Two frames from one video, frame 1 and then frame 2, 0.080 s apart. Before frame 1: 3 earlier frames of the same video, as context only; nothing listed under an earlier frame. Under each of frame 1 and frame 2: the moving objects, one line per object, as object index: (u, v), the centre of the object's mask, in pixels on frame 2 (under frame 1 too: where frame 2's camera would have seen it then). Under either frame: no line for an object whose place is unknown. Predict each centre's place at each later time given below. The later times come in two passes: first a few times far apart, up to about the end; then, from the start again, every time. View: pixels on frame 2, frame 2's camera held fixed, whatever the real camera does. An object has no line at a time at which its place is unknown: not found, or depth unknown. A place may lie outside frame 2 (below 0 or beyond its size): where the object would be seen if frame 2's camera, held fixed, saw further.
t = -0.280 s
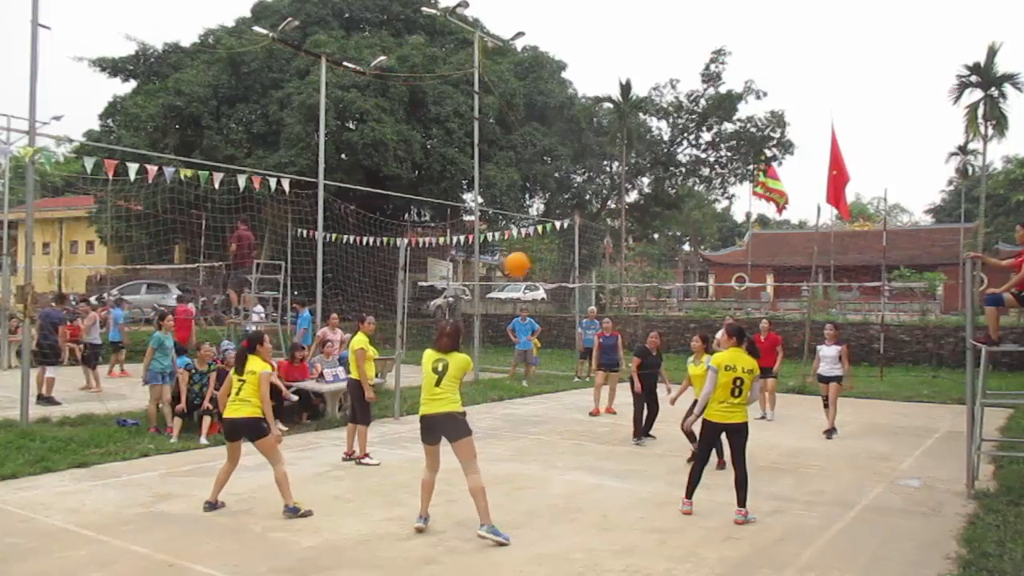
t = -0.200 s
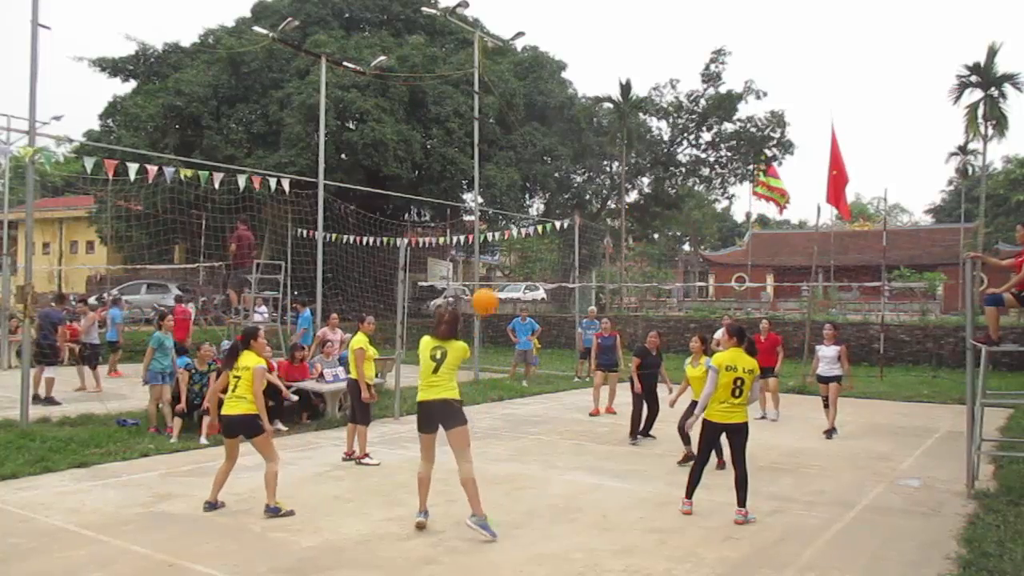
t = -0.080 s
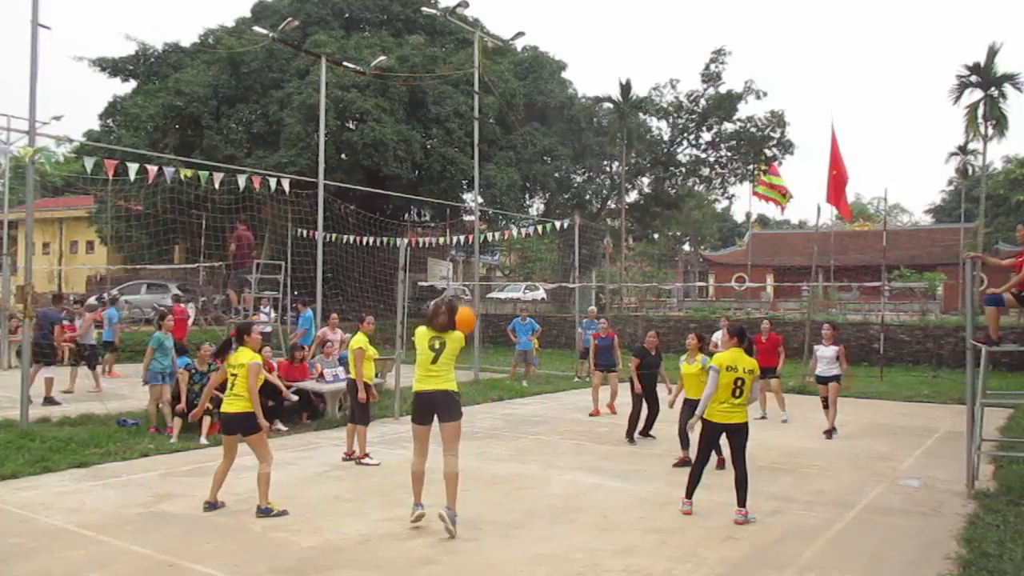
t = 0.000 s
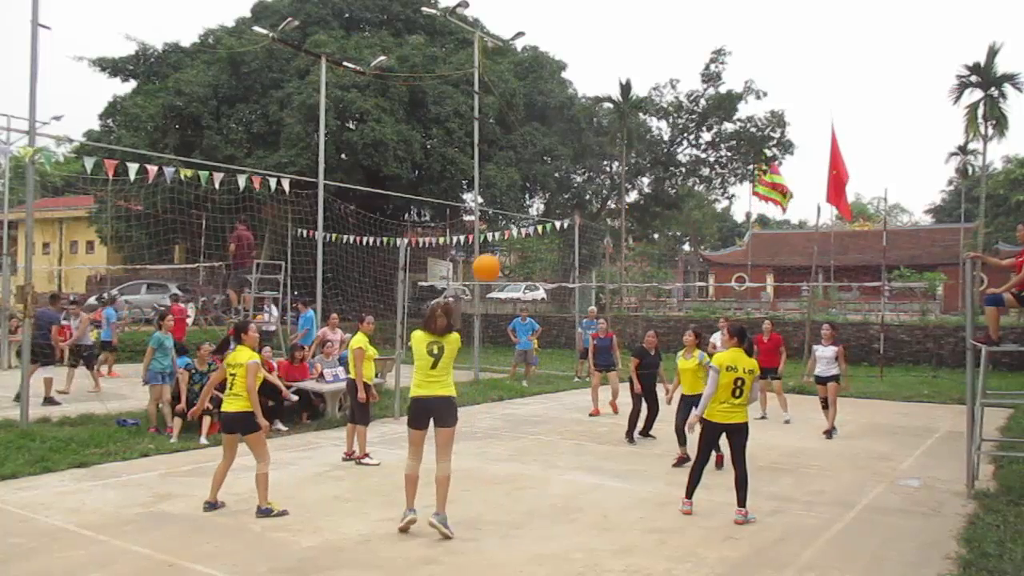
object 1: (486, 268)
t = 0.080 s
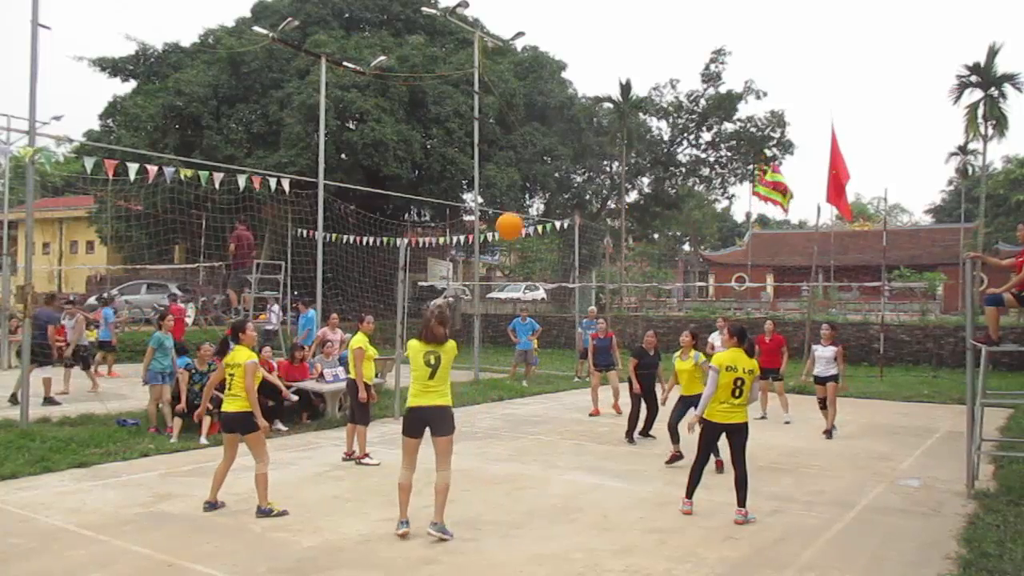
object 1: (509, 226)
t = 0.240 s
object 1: (551, 169)
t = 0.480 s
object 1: (606, 145)
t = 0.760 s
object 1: (657, 186)
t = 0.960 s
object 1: (688, 252)
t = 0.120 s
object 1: (519, 208)
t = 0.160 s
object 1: (531, 193)
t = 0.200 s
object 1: (541, 180)
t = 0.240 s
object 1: (551, 169)
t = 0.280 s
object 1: (562, 160)
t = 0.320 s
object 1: (571, 154)
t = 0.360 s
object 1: (580, 149)
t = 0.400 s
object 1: (589, 146)
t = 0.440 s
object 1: (597, 145)
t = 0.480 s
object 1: (606, 145)
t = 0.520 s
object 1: (614, 146)
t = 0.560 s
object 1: (621, 149)
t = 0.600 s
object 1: (629, 154)
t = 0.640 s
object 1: (637, 160)
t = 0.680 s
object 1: (644, 167)
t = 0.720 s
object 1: (651, 176)
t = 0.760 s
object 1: (657, 186)
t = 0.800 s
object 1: (664, 197)
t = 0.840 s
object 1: (670, 210)
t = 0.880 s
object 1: (676, 222)
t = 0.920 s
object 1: (681, 236)
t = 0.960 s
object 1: (688, 252)
